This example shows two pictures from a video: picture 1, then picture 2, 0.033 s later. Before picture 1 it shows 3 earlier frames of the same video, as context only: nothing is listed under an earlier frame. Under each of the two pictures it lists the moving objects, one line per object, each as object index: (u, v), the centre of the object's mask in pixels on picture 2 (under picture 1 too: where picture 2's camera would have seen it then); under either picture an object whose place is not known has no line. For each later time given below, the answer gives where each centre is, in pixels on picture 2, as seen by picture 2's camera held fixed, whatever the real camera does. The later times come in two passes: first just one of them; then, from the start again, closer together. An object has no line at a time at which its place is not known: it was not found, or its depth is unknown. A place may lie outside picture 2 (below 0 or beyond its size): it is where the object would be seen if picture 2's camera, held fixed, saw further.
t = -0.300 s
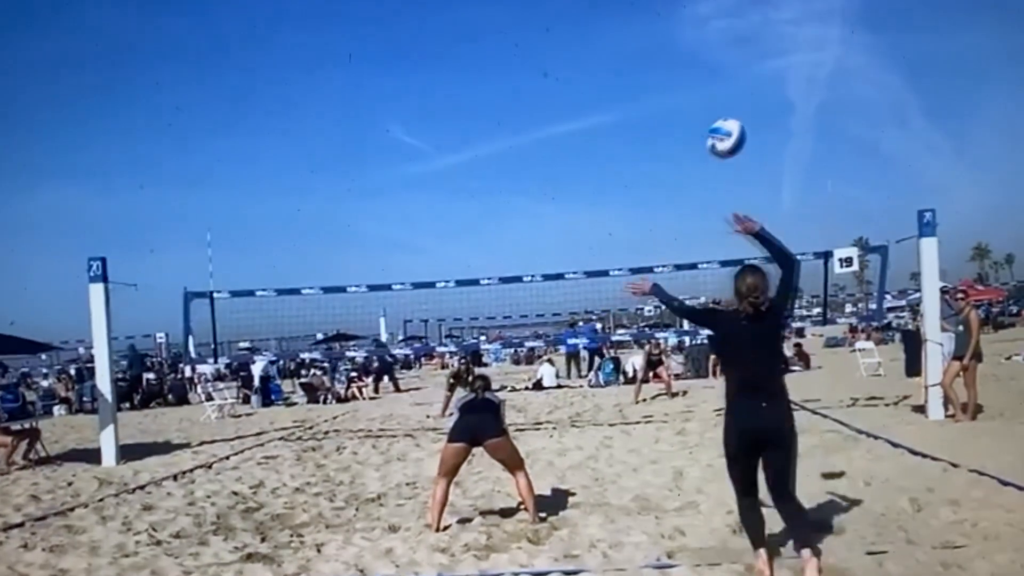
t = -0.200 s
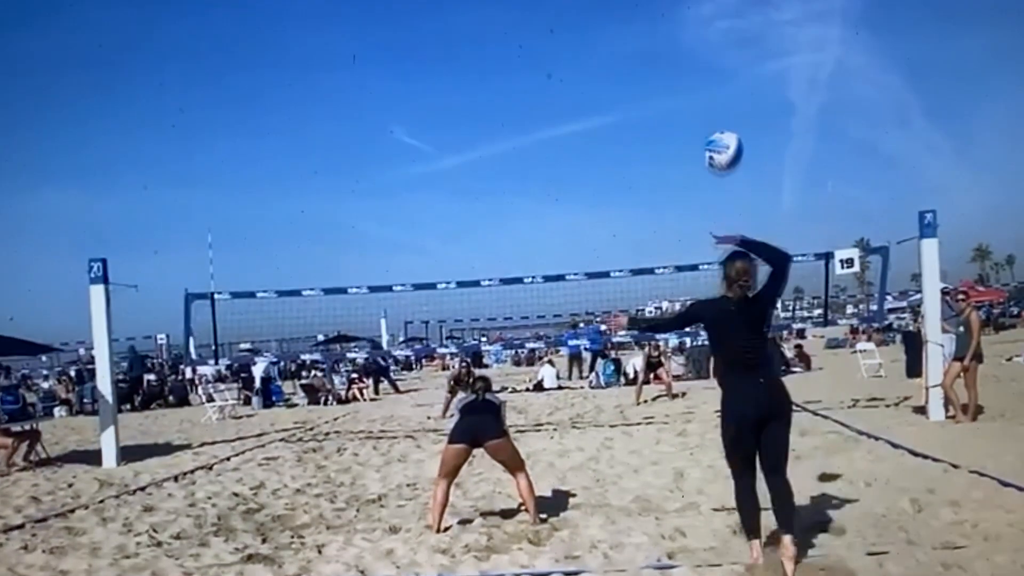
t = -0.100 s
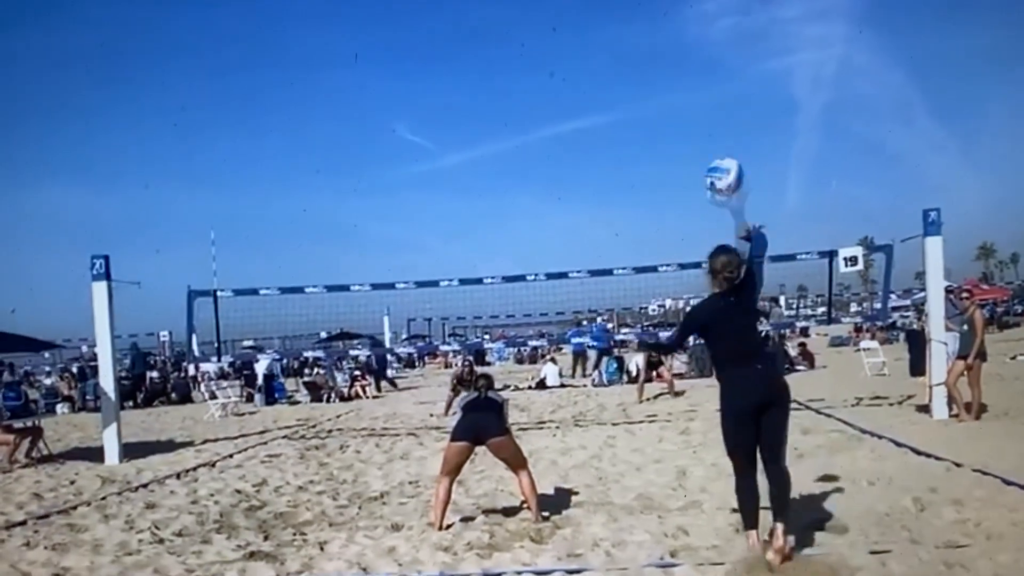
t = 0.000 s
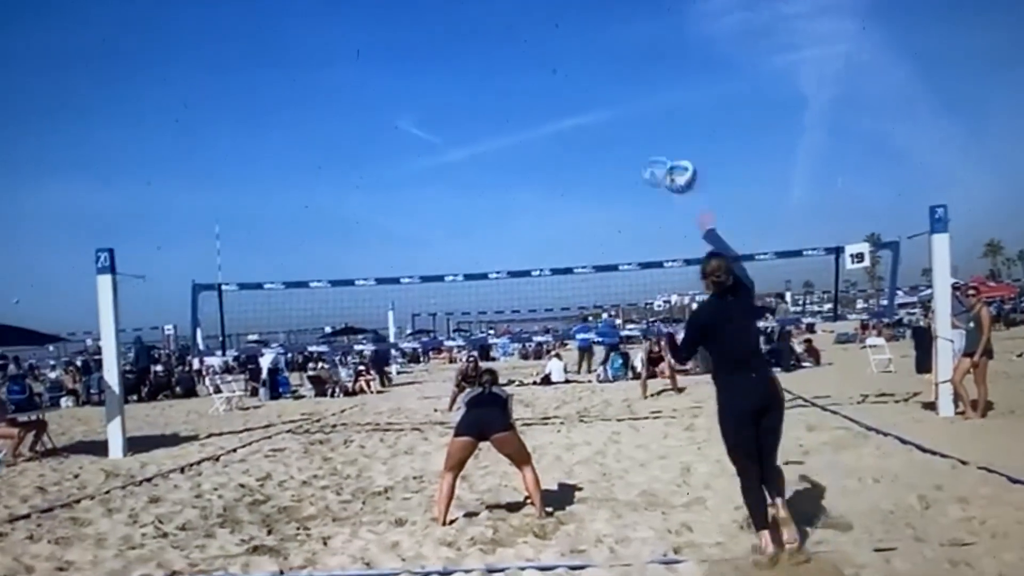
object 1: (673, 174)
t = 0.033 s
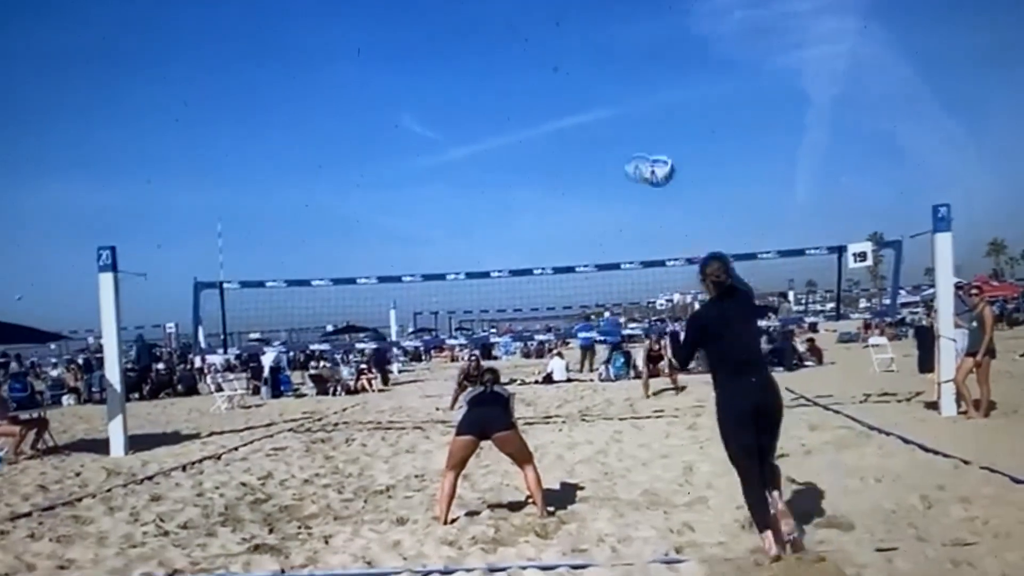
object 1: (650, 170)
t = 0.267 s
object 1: (553, 175)
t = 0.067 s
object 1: (631, 168)
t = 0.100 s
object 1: (614, 168)
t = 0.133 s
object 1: (599, 168)
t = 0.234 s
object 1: (559, 173)
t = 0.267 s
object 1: (553, 175)
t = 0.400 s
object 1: (540, 179)
